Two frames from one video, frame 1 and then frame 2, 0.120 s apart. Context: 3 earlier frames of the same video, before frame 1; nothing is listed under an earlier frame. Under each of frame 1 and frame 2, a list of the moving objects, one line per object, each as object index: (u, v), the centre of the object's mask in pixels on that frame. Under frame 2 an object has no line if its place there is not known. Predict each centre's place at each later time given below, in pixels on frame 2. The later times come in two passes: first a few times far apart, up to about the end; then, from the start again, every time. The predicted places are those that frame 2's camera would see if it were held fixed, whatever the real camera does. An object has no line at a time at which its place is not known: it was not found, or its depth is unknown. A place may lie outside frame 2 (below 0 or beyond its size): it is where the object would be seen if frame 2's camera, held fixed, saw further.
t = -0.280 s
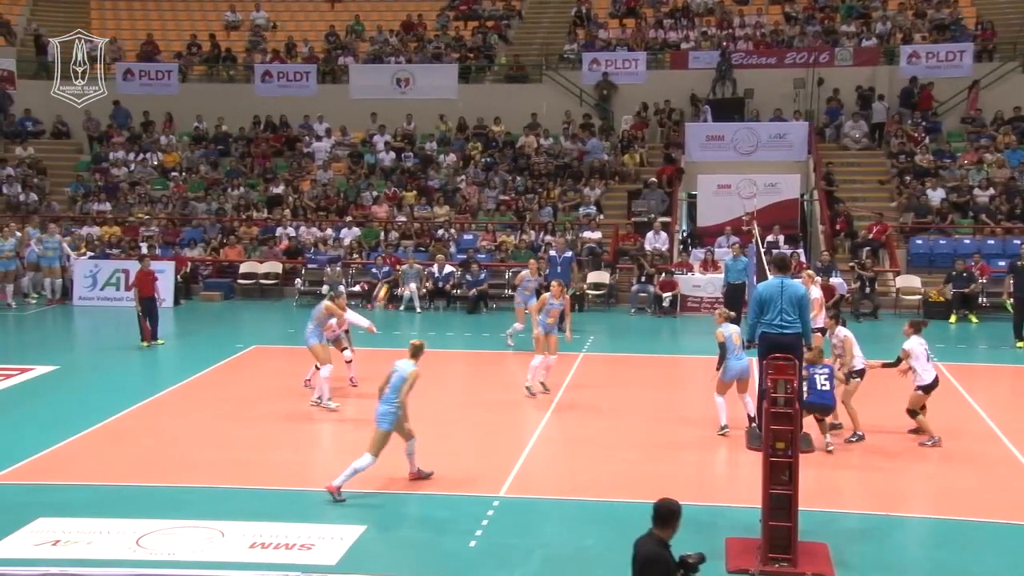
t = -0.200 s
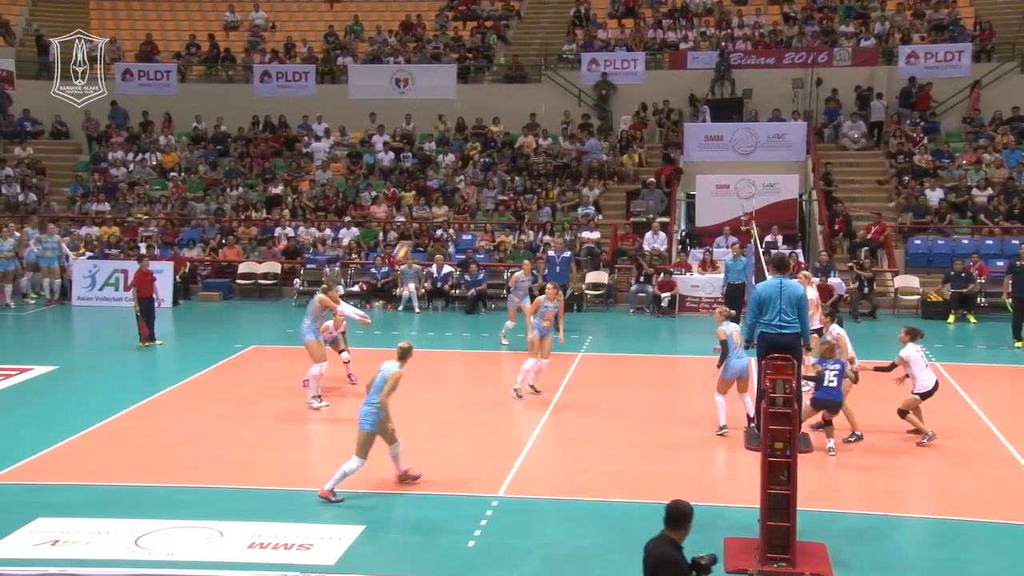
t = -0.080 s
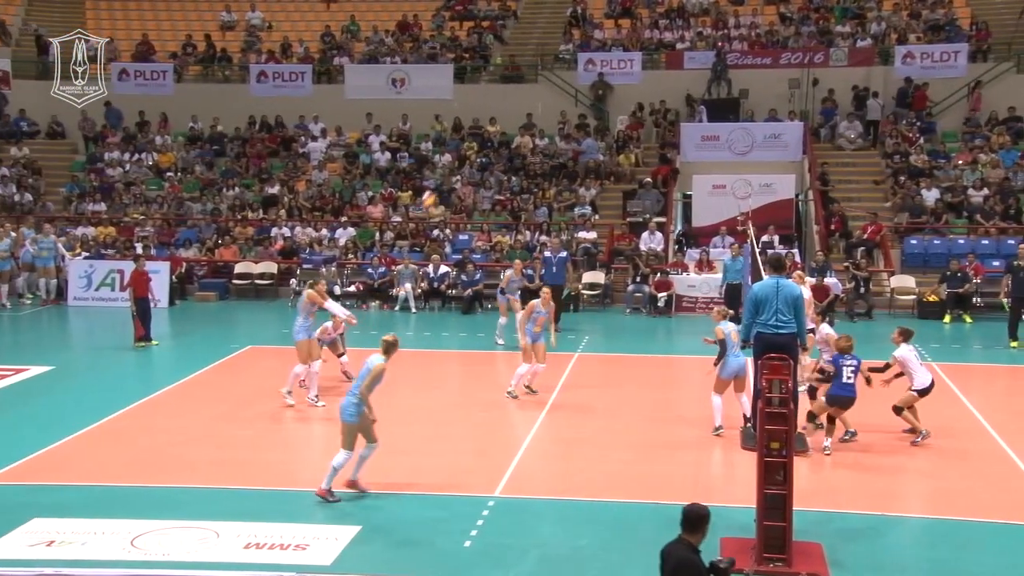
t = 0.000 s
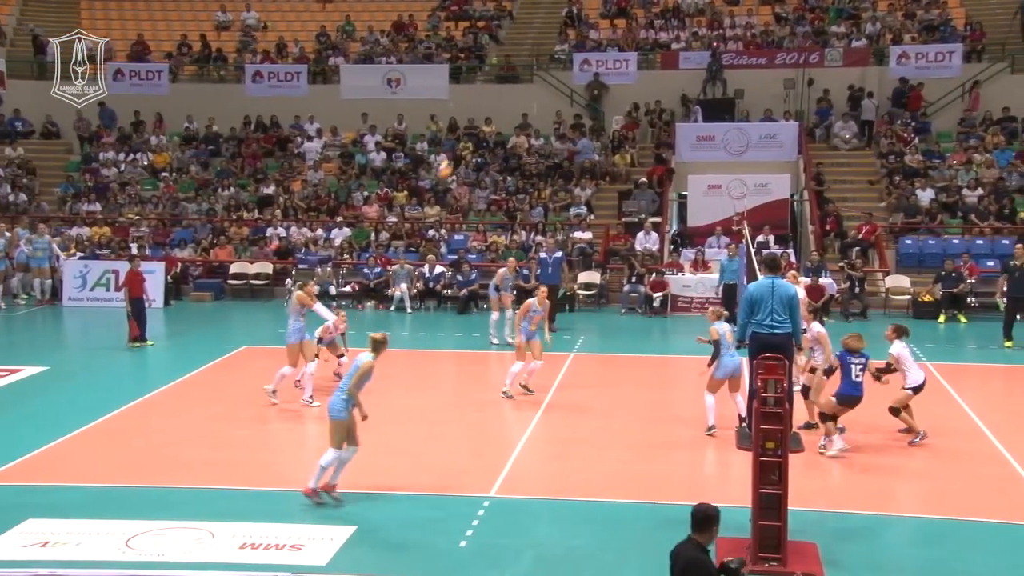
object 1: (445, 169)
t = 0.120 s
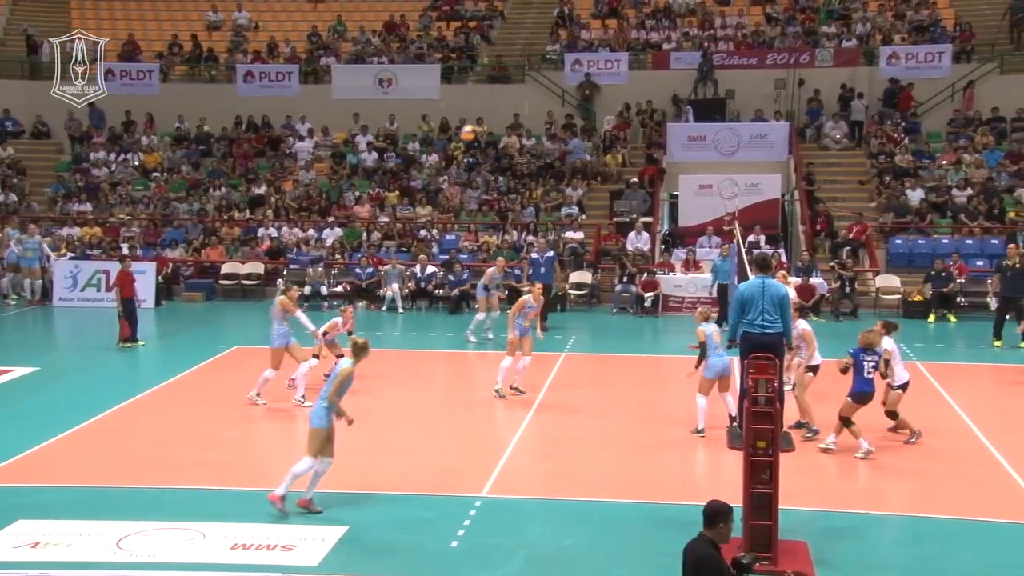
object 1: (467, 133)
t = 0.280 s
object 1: (508, 100)
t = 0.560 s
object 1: (580, 89)
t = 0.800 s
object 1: (641, 124)
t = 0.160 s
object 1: (478, 123)
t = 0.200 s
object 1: (488, 113)
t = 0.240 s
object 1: (498, 107)
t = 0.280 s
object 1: (508, 100)
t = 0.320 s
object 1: (519, 95)
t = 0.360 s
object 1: (529, 91)
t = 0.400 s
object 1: (539, 89)
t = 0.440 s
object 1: (550, 87)
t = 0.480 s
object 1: (559, 86)
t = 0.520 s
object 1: (570, 87)
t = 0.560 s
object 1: (580, 89)
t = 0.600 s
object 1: (590, 91)
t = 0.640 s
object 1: (600, 96)
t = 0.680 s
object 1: (610, 101)
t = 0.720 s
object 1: (621, 108)
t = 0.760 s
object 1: (630, 115)
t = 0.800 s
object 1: (641, 124)
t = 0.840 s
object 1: (650, 134)
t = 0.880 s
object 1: (659, 146)
